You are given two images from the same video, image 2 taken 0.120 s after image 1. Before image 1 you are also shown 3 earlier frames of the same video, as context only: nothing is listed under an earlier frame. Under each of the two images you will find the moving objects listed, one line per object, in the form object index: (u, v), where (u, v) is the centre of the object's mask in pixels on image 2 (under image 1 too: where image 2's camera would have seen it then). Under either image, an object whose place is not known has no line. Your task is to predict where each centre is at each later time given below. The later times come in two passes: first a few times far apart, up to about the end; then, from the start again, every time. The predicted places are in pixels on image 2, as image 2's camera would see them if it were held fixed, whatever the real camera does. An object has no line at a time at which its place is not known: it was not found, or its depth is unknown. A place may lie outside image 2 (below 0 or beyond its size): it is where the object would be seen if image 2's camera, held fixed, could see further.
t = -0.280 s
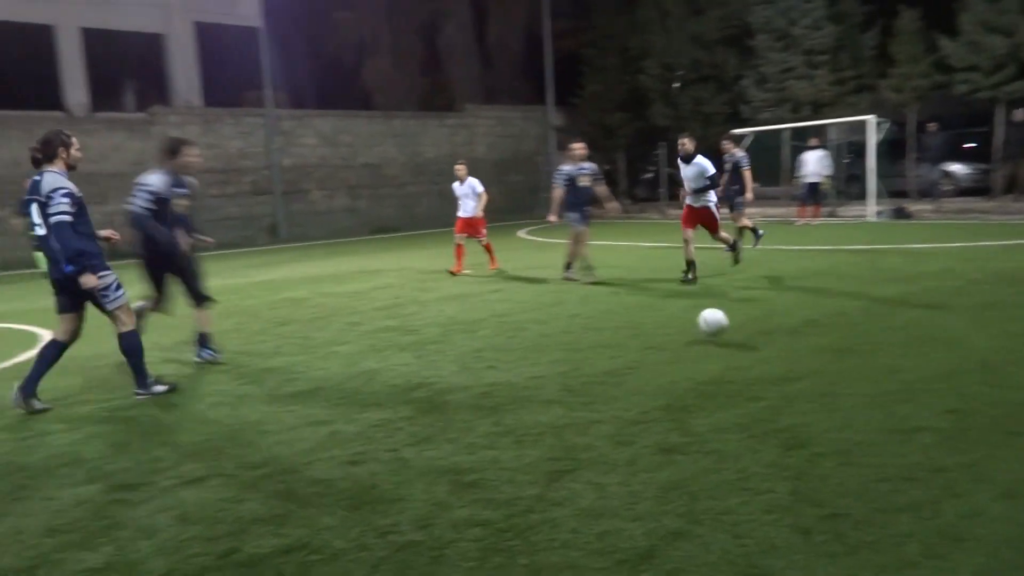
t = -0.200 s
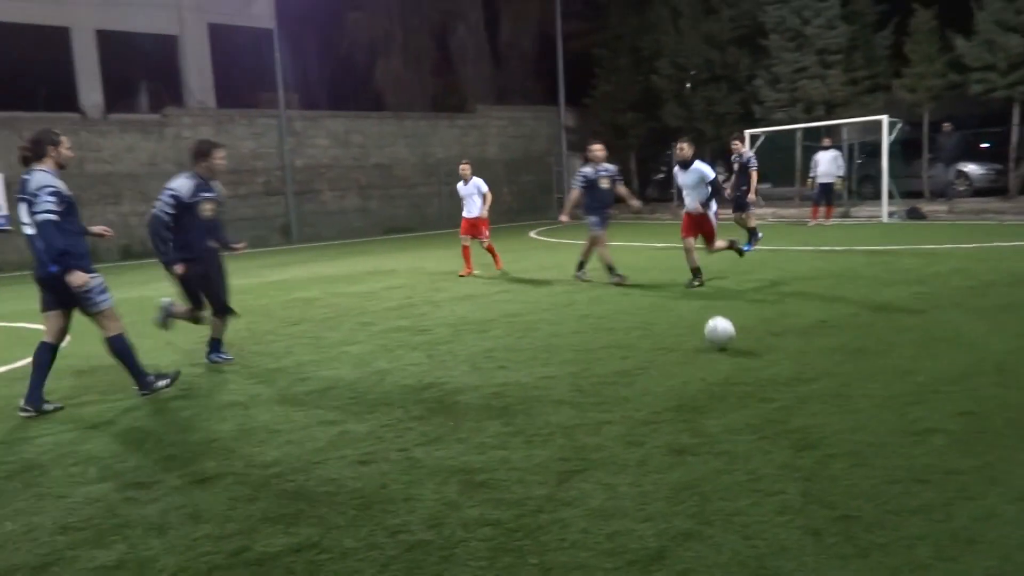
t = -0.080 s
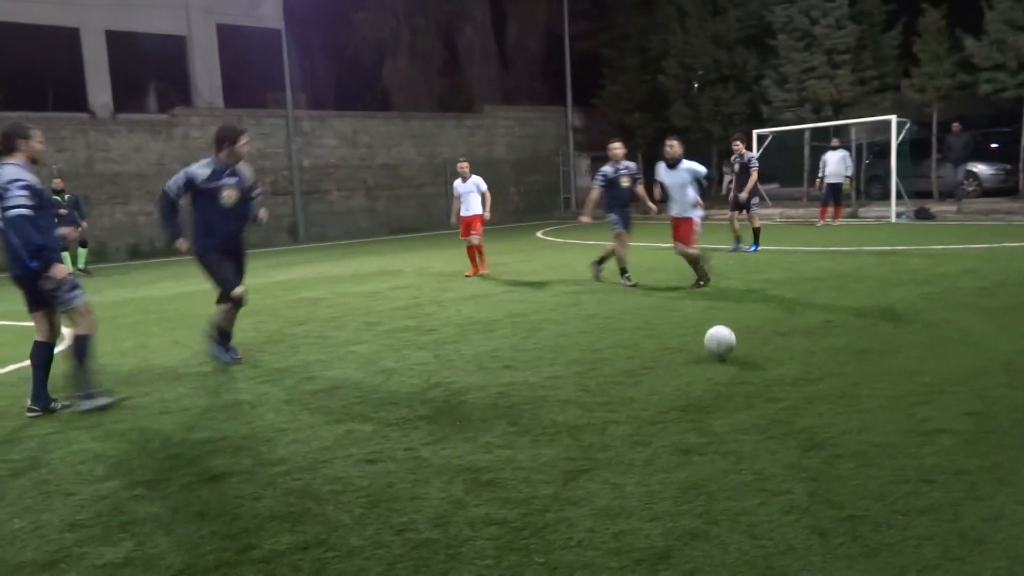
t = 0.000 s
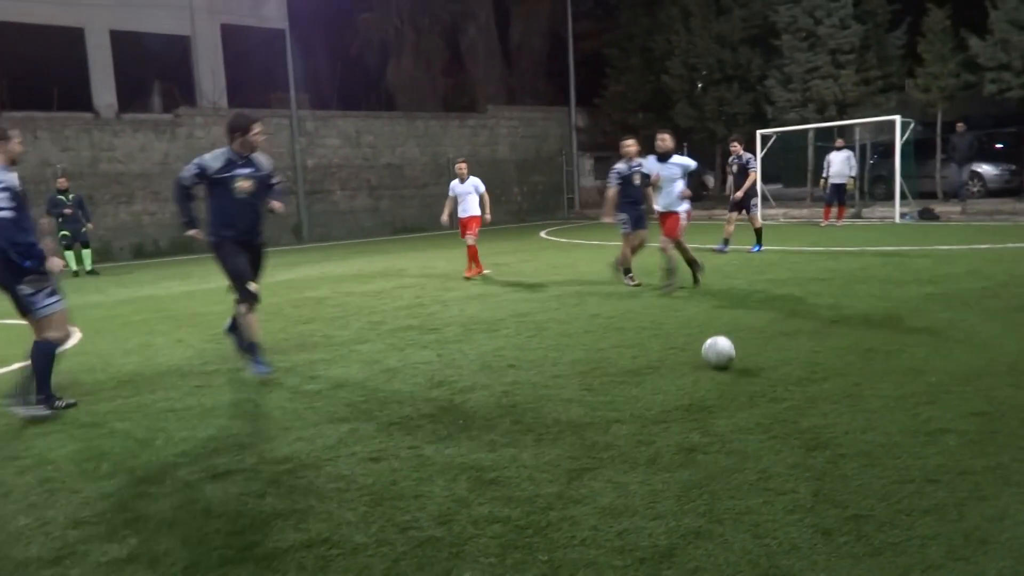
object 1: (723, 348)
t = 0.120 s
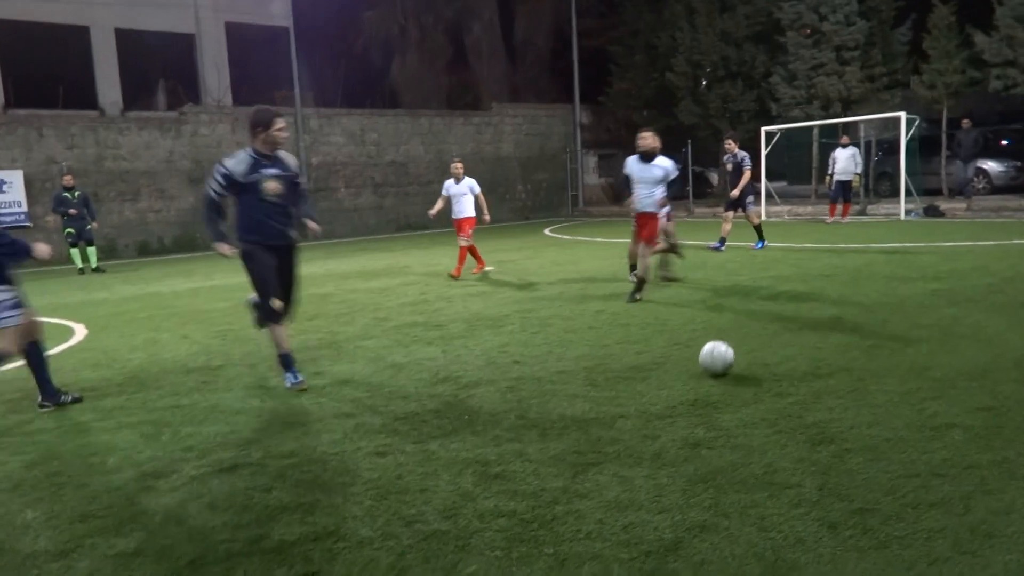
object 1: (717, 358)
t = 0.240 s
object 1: (709, 371)
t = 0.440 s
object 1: (696, 395)
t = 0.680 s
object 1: (678, 430)
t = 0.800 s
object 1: (669, 454)
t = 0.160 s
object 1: (714, 363)
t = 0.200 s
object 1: (711, 367)
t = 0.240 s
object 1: (709, 371)
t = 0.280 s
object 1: (706, 375)
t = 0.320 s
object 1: (704, 380)
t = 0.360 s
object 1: (701, 385)
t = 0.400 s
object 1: (699, 390)
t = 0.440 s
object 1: (696, 395)
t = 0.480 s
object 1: (693, 400)
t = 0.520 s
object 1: (691, 407)
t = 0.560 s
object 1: (688, 411)
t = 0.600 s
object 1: (685, 418)
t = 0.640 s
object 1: (682, 424)
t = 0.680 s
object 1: (678, 430)
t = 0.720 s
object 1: (675, 438)
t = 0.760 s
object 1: (672, 445)
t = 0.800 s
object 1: (669, 454)
